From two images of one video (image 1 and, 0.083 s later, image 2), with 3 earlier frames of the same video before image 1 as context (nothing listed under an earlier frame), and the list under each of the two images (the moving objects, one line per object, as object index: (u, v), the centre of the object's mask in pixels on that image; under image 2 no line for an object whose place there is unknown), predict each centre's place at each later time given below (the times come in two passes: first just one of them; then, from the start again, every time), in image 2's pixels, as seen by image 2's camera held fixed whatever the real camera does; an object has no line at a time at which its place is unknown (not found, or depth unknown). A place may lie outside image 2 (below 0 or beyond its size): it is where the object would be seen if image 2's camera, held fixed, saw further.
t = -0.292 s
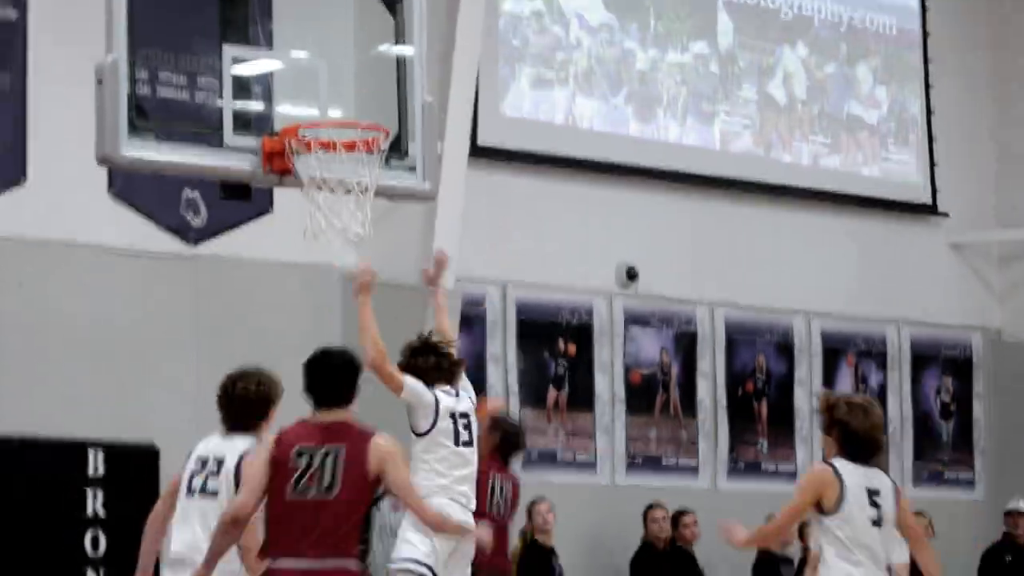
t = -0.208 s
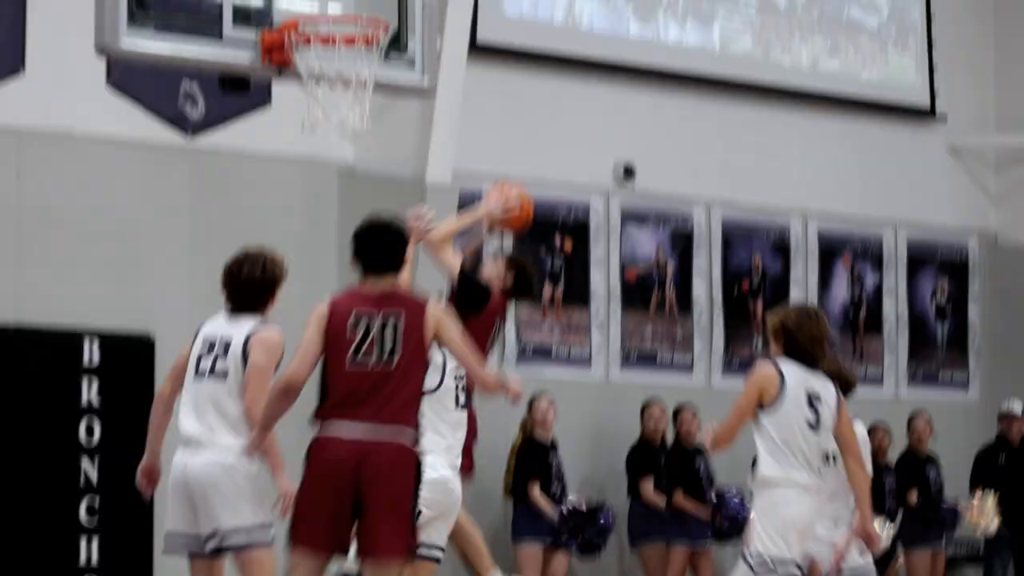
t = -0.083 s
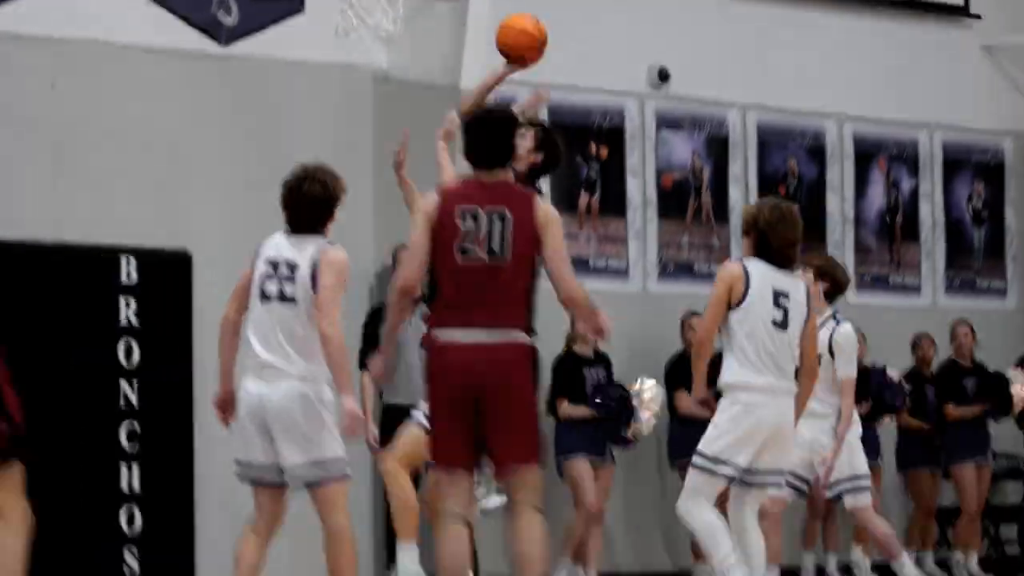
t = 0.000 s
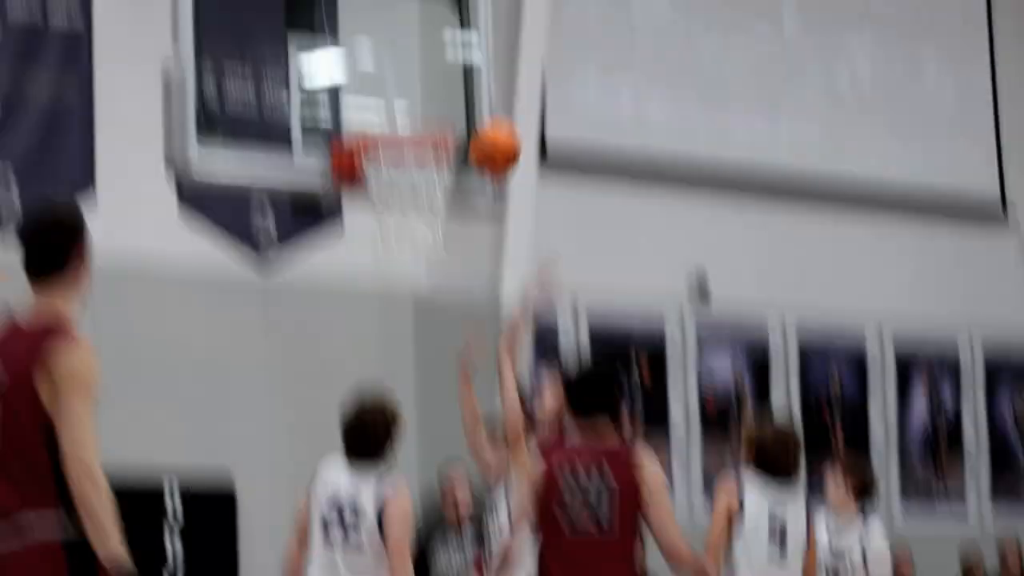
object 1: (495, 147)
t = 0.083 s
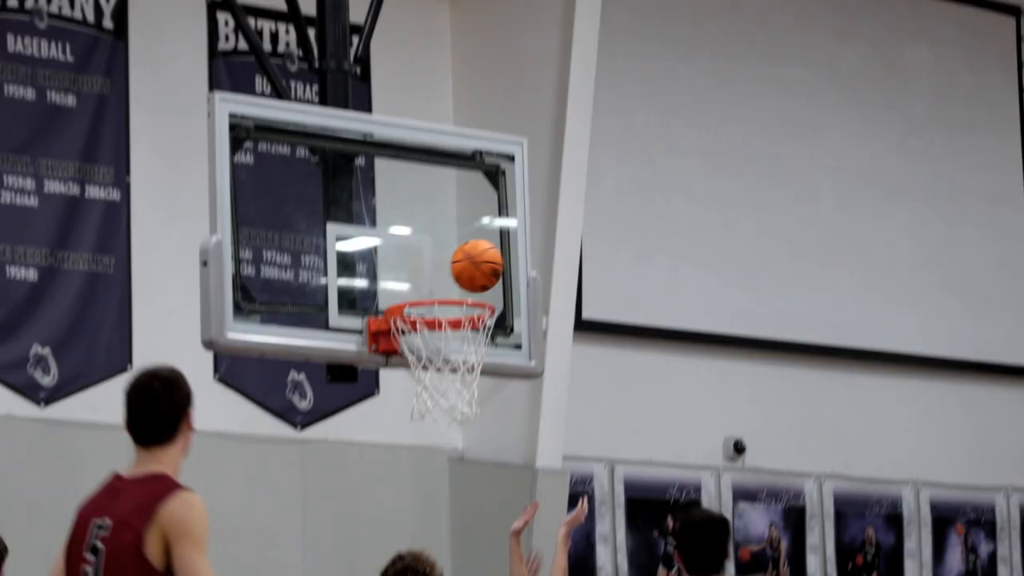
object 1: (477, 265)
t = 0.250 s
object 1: (424, 313)
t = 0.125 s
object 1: (464, 260)
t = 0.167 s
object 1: (446, 269)
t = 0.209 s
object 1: (434, 282)
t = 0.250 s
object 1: (424, 313)
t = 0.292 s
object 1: (409, 346)
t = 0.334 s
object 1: (406, 363)
